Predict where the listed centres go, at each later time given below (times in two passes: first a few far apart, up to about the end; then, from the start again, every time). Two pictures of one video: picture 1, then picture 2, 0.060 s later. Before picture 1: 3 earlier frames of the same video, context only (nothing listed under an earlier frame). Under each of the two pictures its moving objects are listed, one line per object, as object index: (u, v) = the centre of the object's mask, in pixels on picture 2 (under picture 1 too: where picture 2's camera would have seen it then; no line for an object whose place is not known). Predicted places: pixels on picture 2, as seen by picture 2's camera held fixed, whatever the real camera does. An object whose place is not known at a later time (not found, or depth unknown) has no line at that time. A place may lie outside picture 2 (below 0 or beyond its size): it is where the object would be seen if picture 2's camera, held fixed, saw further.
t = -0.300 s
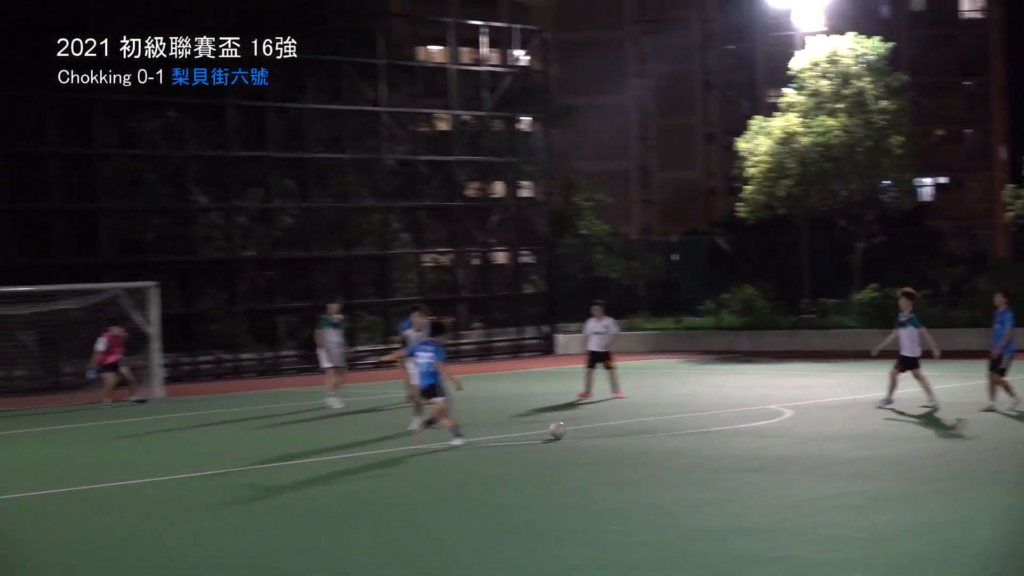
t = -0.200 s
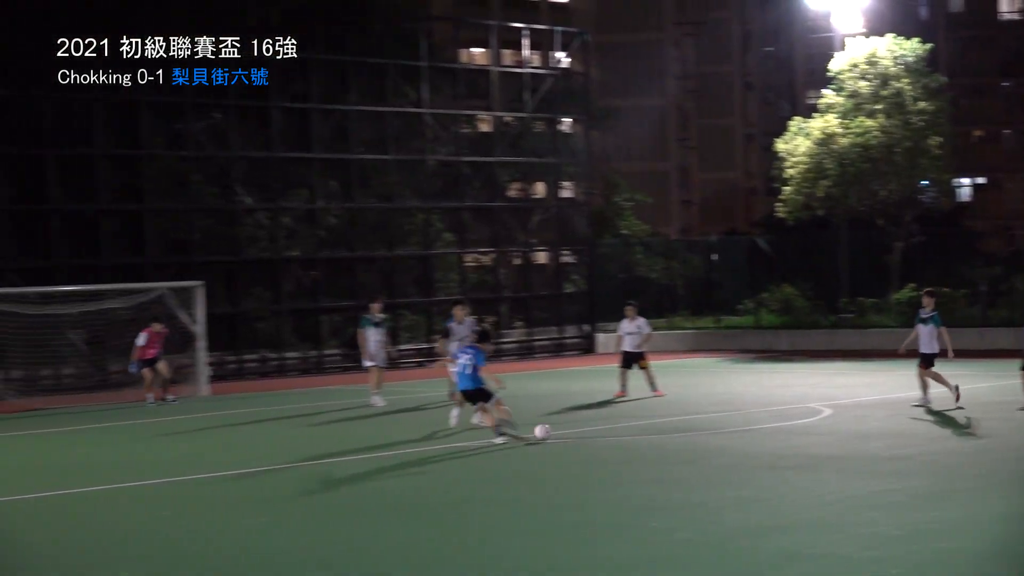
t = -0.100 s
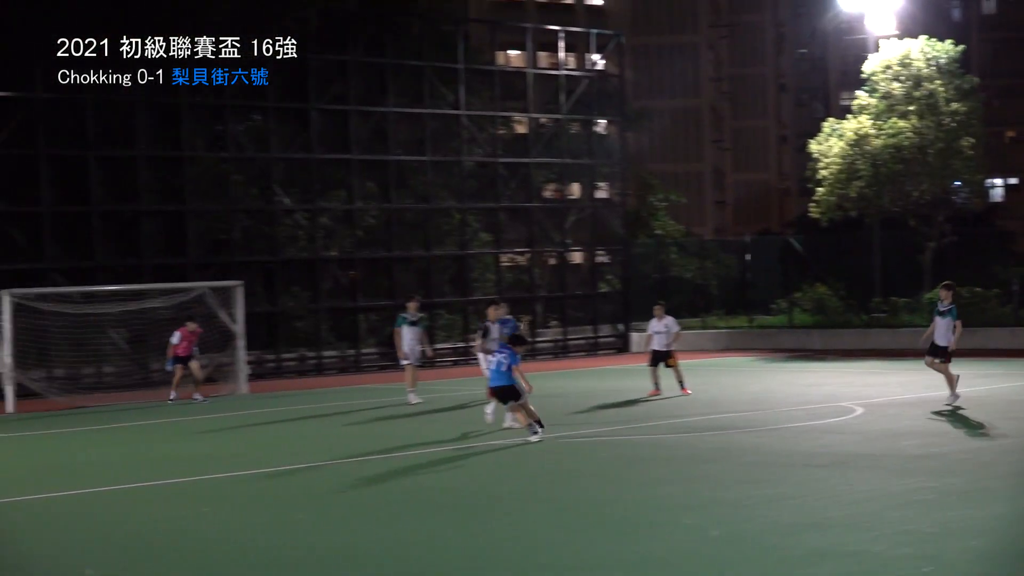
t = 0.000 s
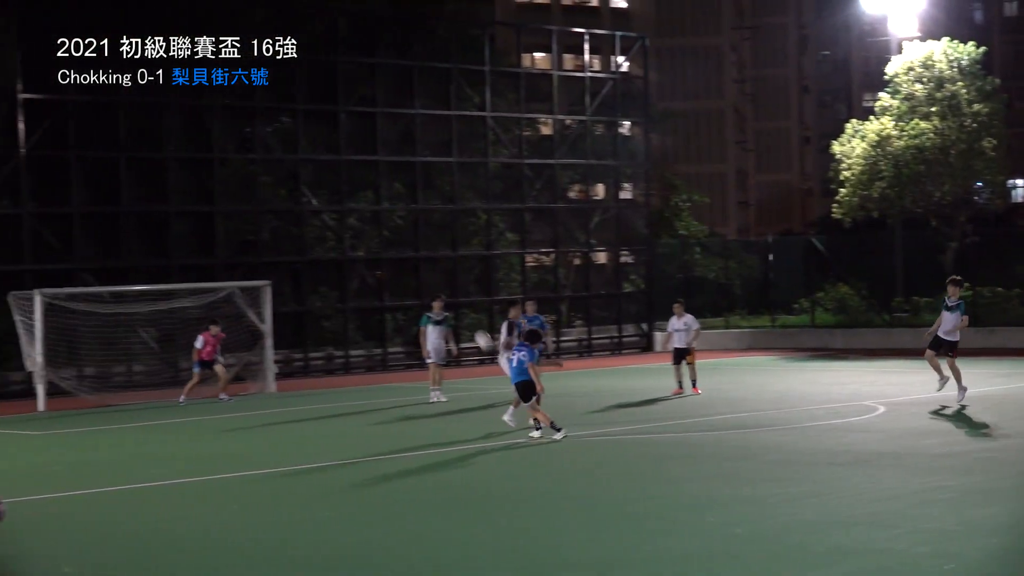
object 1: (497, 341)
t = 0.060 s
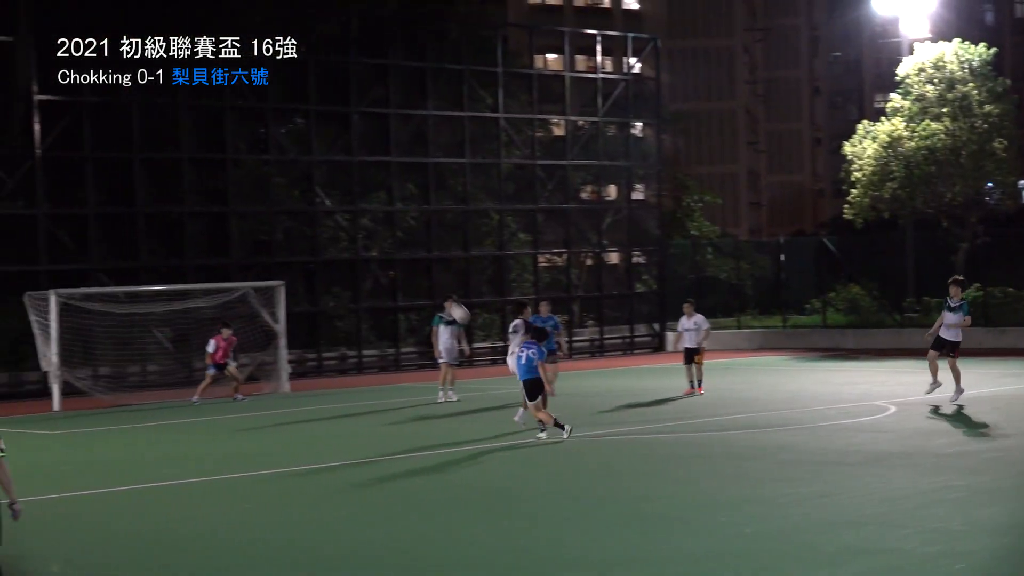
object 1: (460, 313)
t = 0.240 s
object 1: (345, 243)
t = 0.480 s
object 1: (185, 184)
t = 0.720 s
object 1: (18, 166)
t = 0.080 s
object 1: (447, 305)
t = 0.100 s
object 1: (434, 295)
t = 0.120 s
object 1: (422, 287)
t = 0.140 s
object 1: (409, 279)
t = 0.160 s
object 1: (396, 271)
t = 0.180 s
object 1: (384, 264)
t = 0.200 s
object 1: (371, 256)
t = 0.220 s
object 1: (359, 250)
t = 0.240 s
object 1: (345, 243)
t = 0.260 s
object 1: (333, 237)
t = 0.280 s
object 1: (319, 230)
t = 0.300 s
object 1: (306, 225)
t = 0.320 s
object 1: (293, 219)
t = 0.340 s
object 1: (279, 214)
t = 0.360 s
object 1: (266, 209)
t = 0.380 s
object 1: (253, 204)
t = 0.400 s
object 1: (239, 199)
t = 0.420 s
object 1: (226, 195)
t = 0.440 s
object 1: (213, 191)
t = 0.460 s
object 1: (199, 187)
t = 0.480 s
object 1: (185, 184)
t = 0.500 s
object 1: (172, 181)
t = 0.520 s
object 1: (158, 178)
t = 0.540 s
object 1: (144, 175)
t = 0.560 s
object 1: (130, 173)
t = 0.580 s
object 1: (116, 171)
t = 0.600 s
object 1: (102, 169)
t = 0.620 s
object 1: (88, 168)
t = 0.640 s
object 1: (74, 167)
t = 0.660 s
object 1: (60, 166)
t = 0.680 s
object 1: (46, 166)
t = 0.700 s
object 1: (32, 165)
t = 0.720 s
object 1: (18, 166)
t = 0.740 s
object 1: (3, 166)
